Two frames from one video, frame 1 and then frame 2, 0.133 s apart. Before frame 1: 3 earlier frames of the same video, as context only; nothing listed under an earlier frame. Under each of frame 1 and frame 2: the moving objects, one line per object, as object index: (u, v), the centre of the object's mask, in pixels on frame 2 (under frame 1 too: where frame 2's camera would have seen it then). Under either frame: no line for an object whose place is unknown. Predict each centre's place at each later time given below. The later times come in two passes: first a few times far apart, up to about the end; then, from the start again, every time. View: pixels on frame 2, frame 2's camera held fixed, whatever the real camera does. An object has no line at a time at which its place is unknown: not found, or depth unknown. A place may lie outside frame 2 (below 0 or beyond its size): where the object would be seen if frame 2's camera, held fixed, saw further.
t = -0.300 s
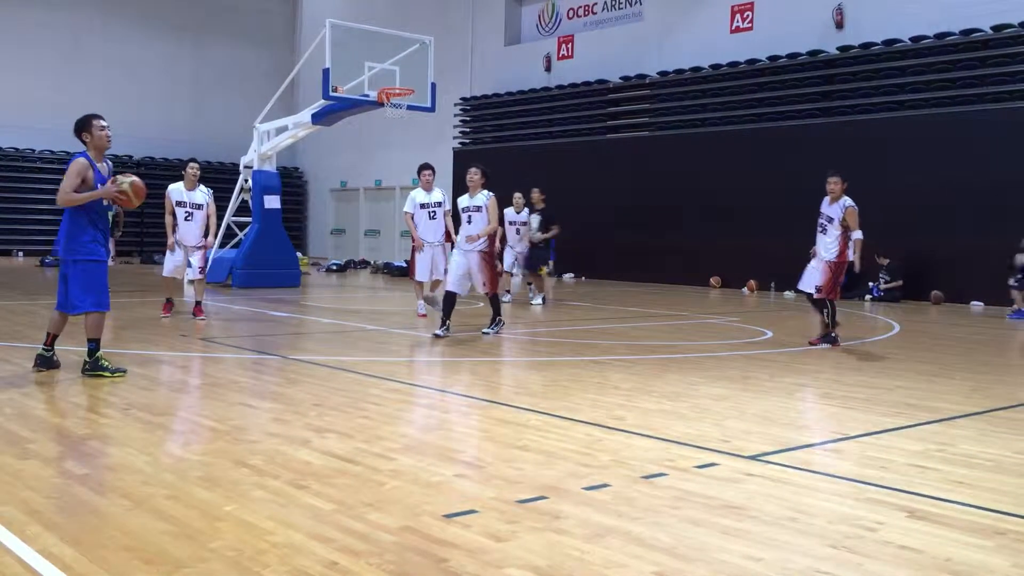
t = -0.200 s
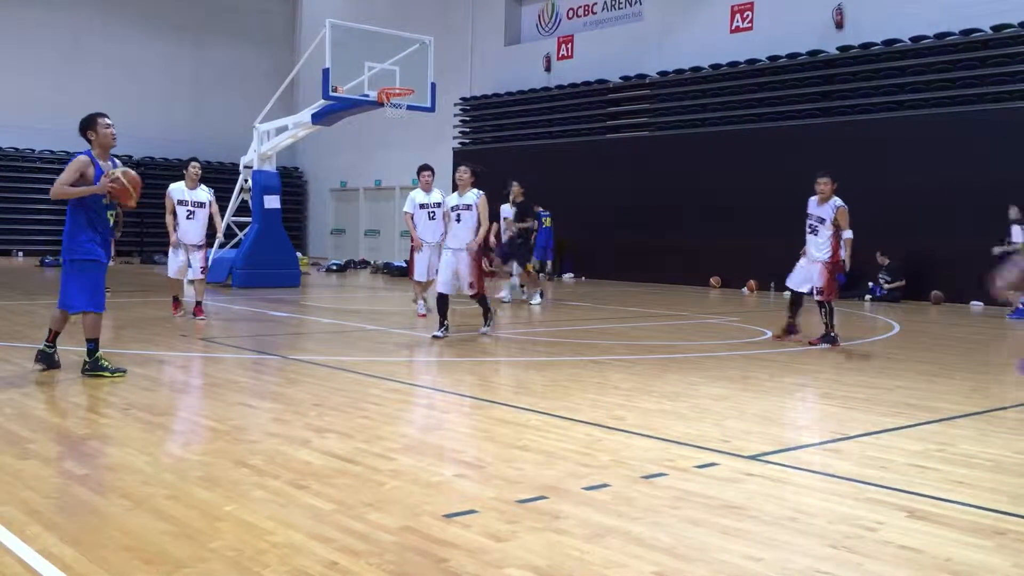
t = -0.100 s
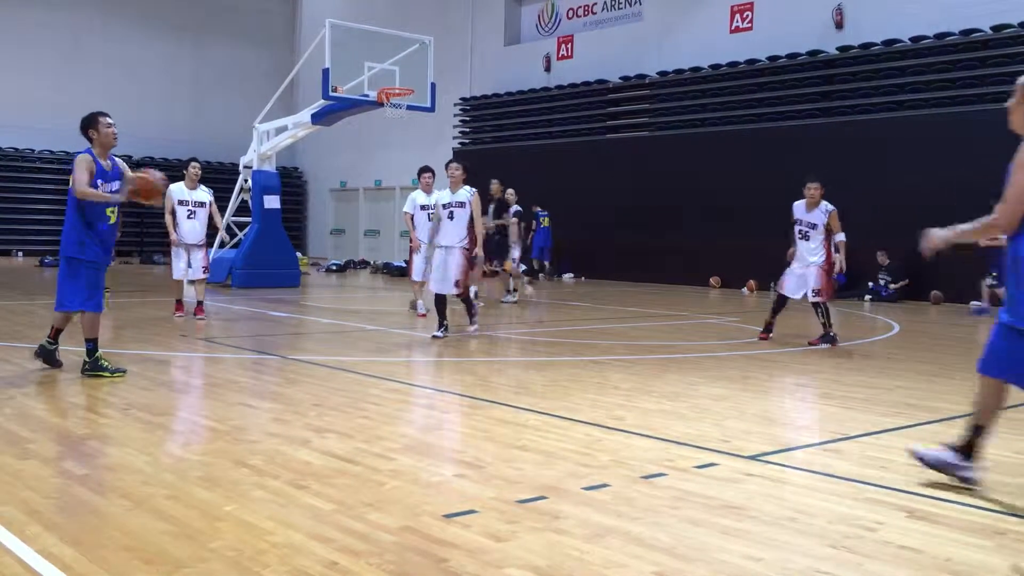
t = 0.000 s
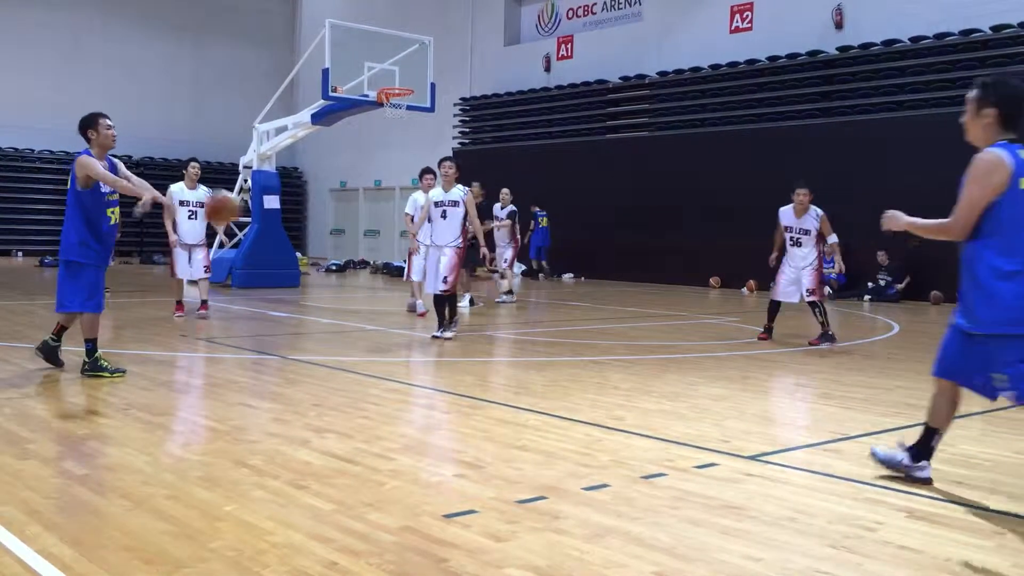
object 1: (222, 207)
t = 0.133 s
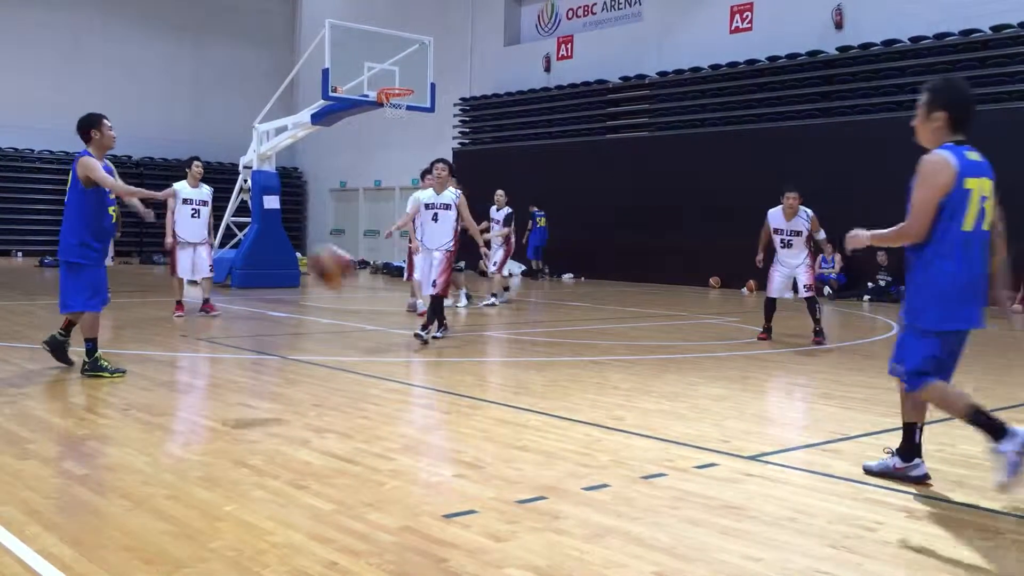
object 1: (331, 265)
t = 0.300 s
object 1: (484, 392)
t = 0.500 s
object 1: (605, 295)
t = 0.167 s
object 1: (361, 286)
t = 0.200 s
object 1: (391, 307)
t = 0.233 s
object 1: (422, 331)
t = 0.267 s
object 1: (451, 359)
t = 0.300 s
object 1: (484, 392)
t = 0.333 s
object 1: (508, 390)
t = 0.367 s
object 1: (528, 367)
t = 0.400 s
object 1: (546, 347)
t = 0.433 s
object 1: (564, 329)
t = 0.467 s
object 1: (585, 309)
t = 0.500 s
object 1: (605, 295)
